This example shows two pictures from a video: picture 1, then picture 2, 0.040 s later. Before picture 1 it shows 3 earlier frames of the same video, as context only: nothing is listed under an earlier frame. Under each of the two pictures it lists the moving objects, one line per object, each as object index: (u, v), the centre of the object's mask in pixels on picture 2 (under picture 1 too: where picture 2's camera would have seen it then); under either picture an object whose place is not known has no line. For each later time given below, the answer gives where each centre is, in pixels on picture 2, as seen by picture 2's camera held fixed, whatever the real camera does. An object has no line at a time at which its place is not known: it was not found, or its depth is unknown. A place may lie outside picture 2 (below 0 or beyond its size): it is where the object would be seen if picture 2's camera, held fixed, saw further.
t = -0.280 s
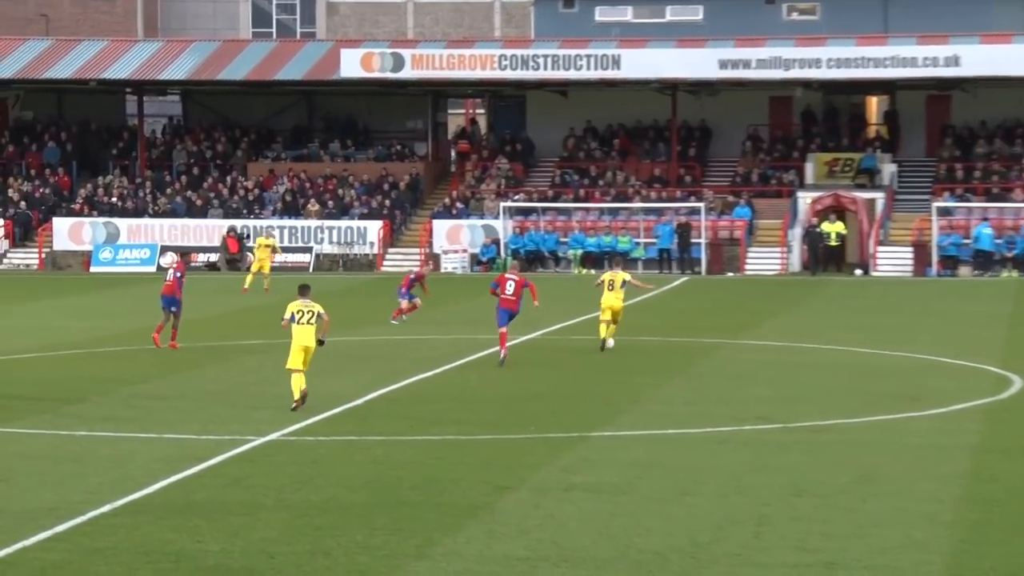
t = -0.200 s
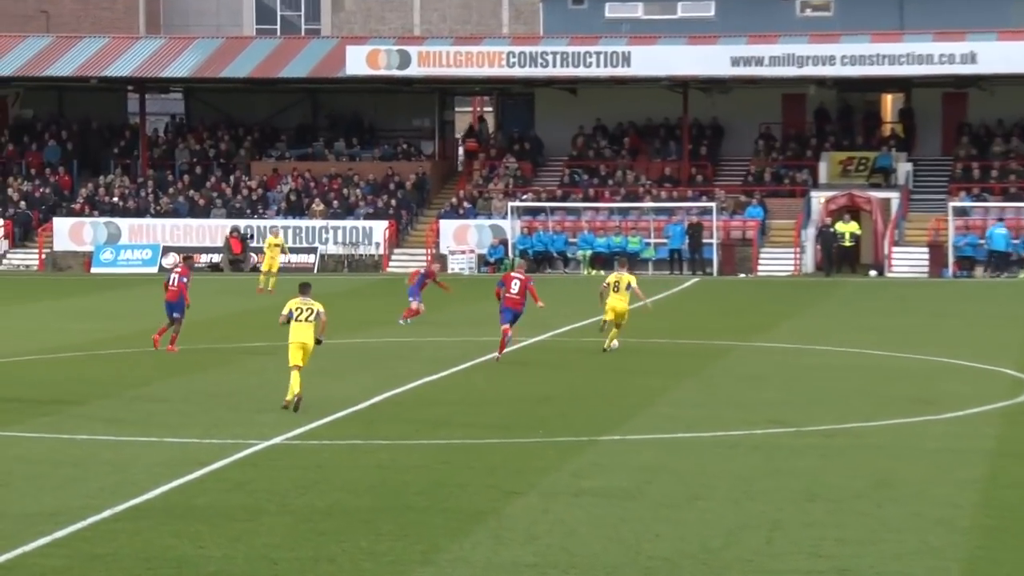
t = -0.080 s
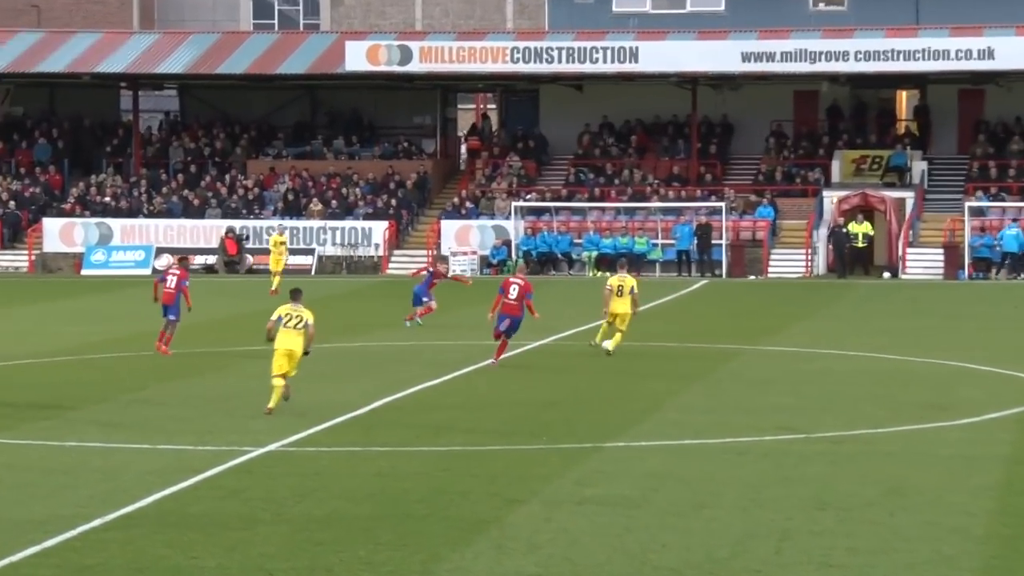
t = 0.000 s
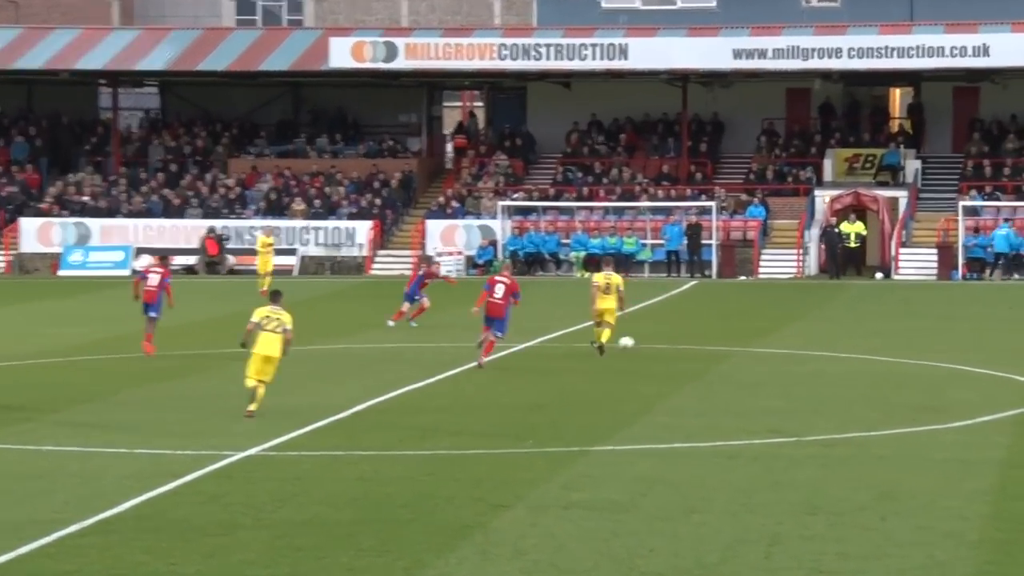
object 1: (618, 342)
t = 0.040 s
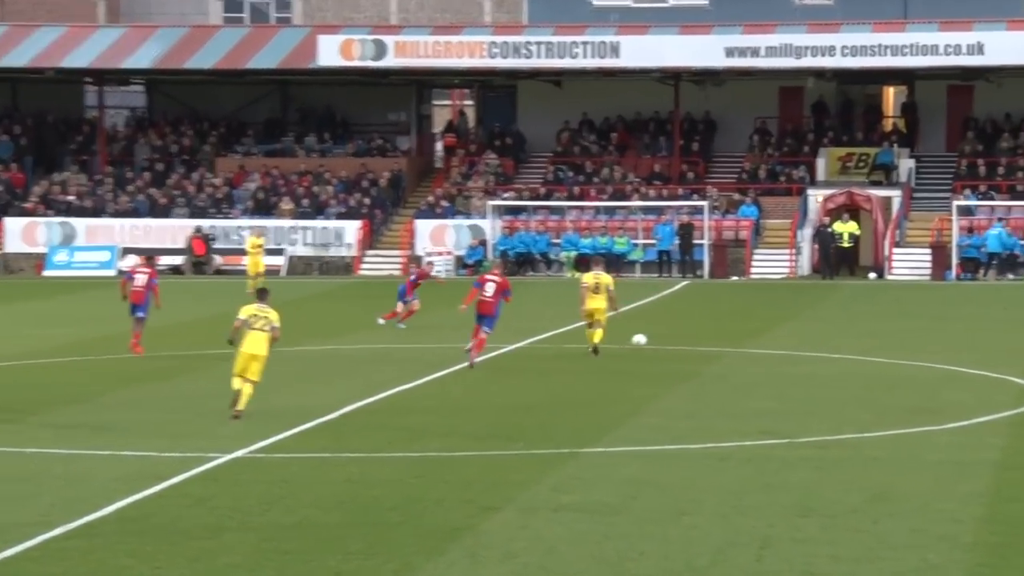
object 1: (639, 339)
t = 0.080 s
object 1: (658, 339)
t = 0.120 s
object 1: (676, 338)
